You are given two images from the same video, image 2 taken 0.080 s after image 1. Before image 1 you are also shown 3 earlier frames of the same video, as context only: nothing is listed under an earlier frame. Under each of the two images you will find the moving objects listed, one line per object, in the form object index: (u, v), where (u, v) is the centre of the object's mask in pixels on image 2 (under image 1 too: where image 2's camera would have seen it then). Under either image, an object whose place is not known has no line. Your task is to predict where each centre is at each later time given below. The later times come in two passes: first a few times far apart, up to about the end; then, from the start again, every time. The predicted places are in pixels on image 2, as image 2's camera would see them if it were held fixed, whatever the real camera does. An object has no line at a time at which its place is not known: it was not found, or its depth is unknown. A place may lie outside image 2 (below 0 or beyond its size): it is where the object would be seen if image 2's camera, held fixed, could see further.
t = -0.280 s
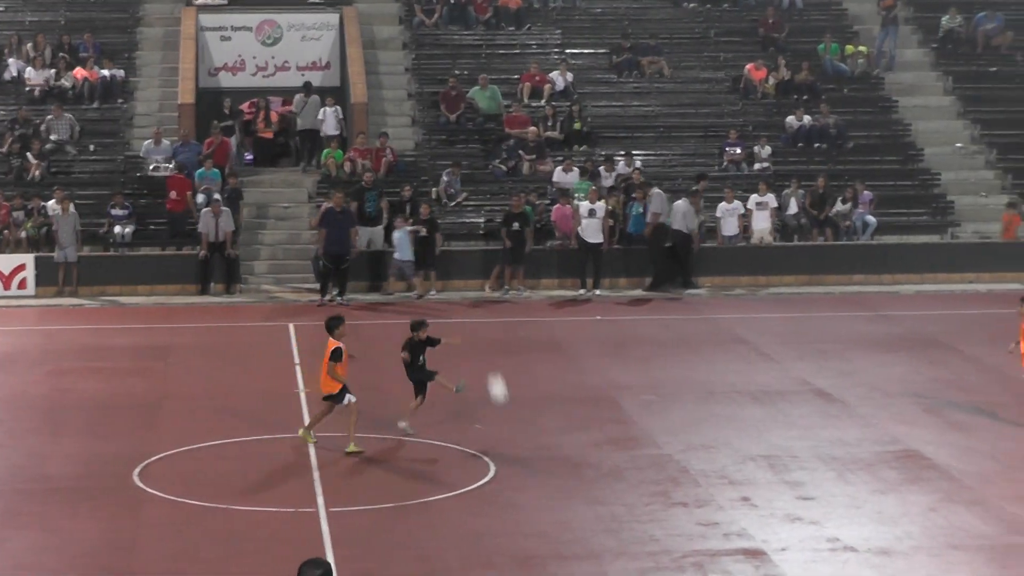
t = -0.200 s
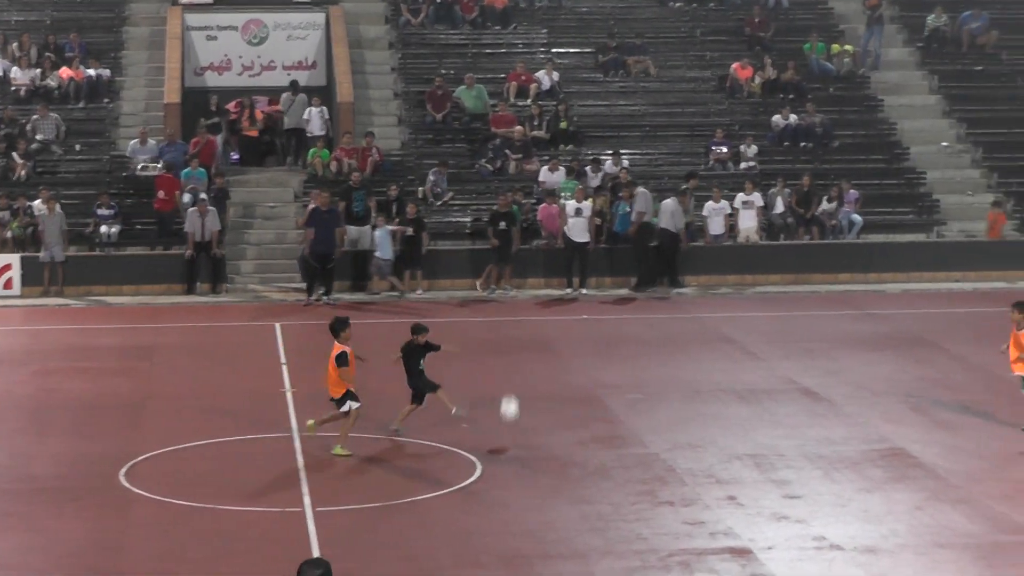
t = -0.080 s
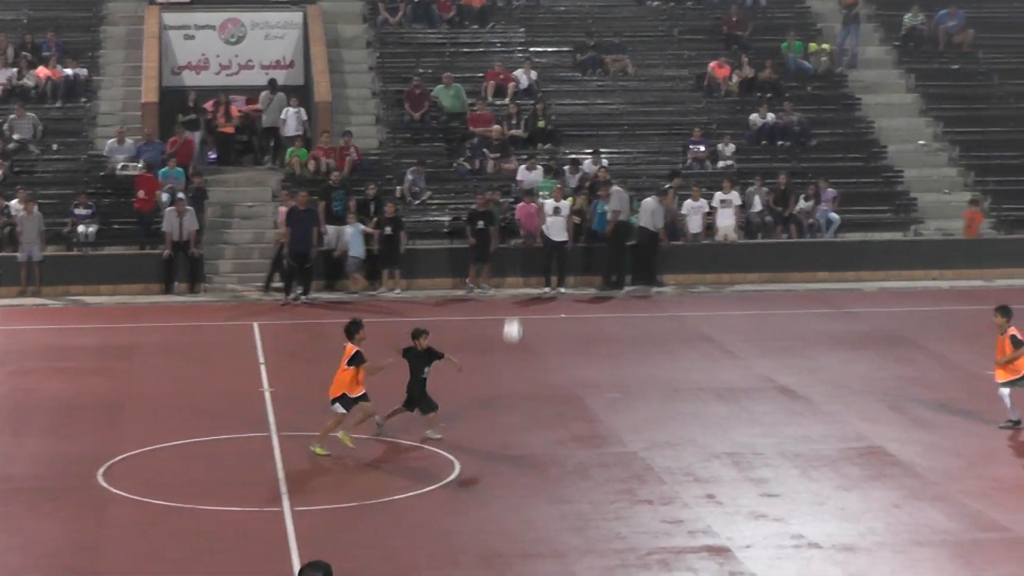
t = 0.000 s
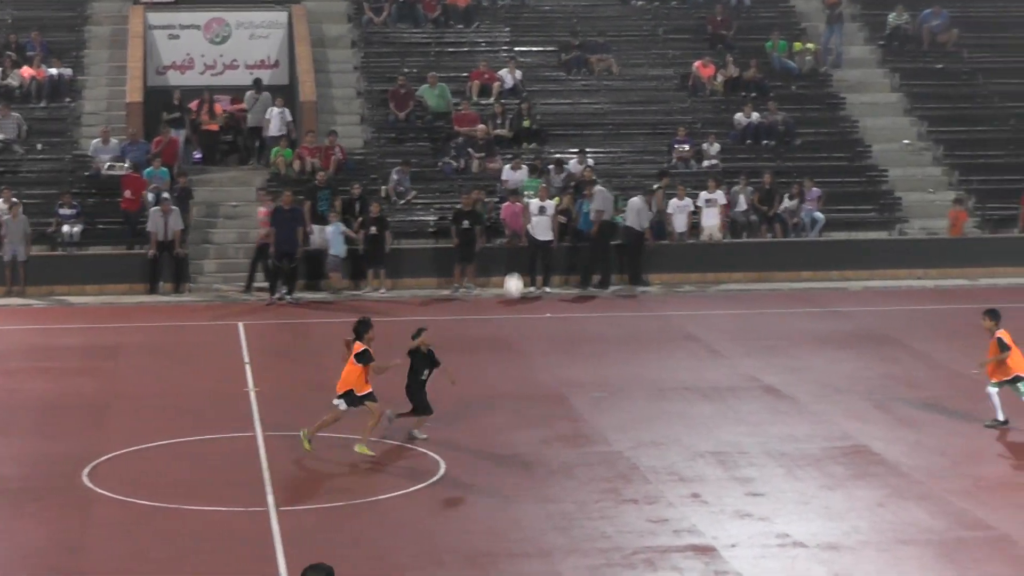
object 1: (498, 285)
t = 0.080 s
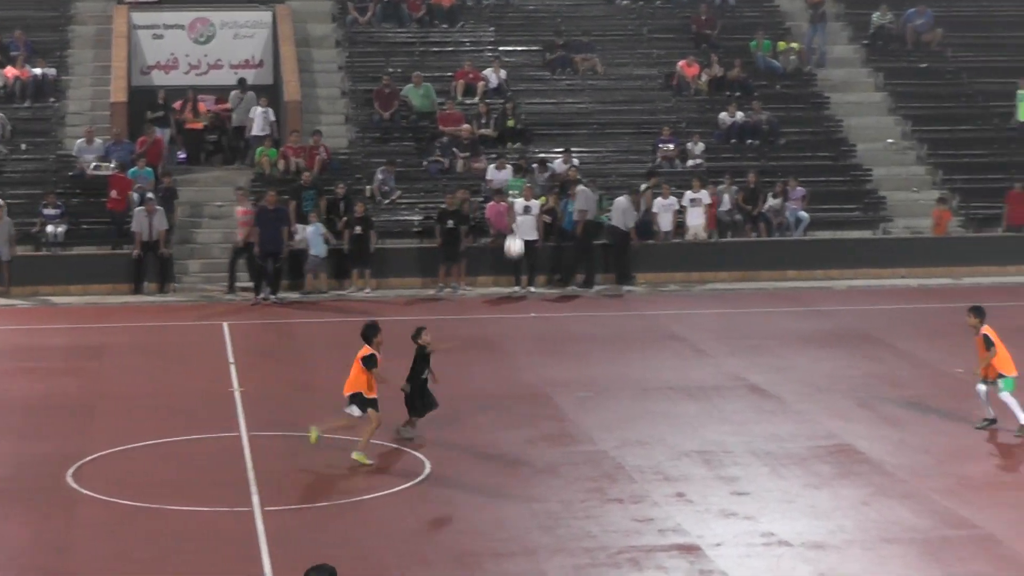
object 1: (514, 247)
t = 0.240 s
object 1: (548, 183)
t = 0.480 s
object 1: (602, 134)
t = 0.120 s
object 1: (523, 228)
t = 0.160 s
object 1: (532, 212)
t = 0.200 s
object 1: (541, 196)
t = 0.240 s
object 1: (548, 183)
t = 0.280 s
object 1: (556, 171)
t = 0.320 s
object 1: (565, 162)
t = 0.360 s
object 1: (574, 152)
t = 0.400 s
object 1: (583, 144)
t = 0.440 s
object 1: (592, 138)
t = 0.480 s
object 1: (602, 134)
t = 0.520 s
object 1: (611, 131)
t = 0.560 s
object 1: (620, 130)
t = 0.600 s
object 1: (629, 130)
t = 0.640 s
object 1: (639, 132)
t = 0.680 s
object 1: (648, 134)
